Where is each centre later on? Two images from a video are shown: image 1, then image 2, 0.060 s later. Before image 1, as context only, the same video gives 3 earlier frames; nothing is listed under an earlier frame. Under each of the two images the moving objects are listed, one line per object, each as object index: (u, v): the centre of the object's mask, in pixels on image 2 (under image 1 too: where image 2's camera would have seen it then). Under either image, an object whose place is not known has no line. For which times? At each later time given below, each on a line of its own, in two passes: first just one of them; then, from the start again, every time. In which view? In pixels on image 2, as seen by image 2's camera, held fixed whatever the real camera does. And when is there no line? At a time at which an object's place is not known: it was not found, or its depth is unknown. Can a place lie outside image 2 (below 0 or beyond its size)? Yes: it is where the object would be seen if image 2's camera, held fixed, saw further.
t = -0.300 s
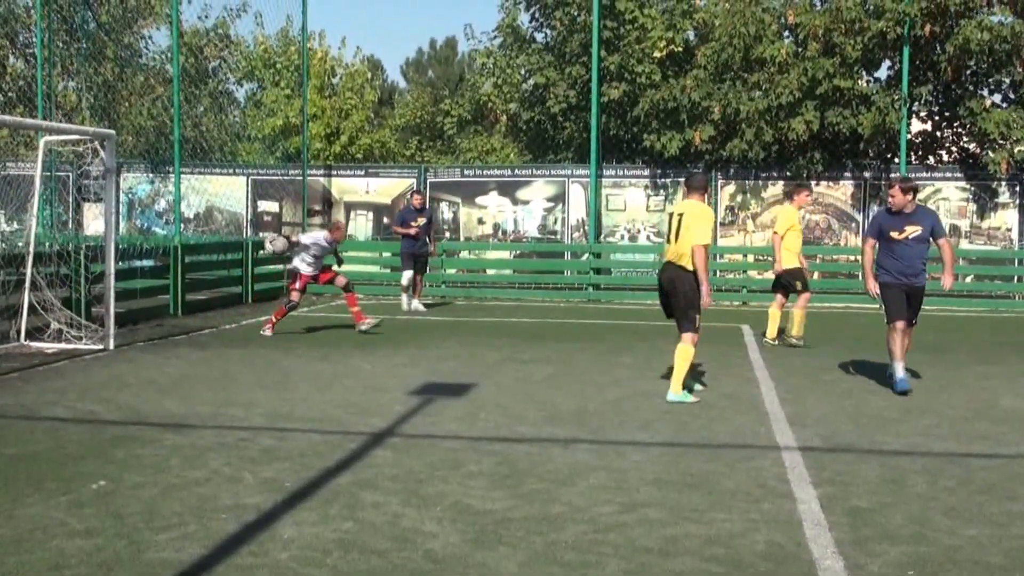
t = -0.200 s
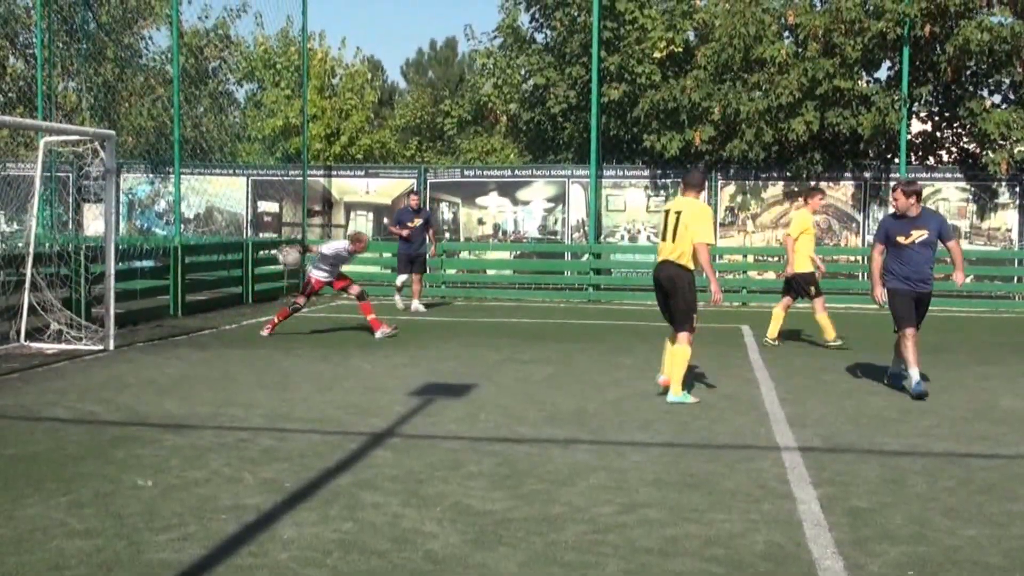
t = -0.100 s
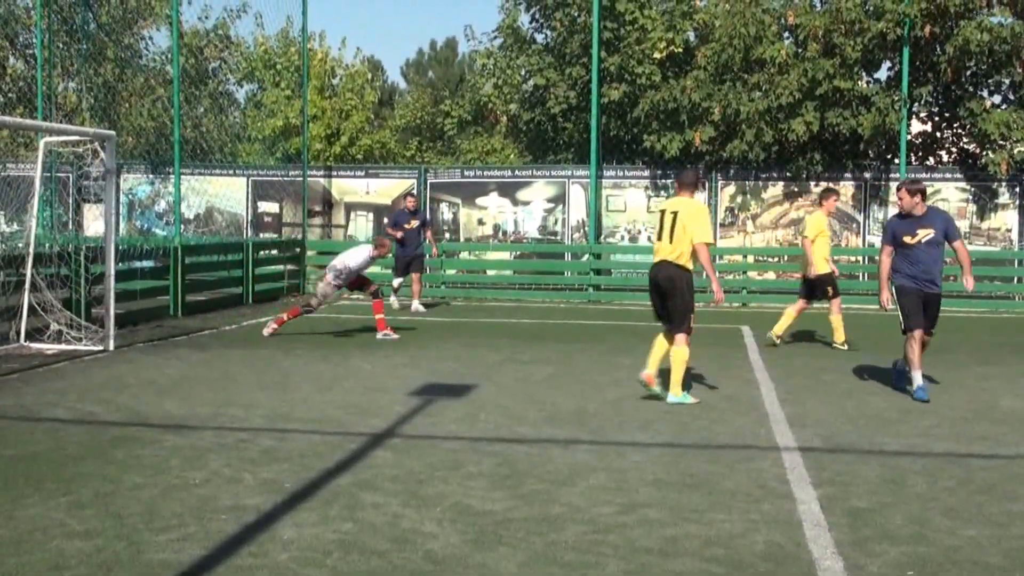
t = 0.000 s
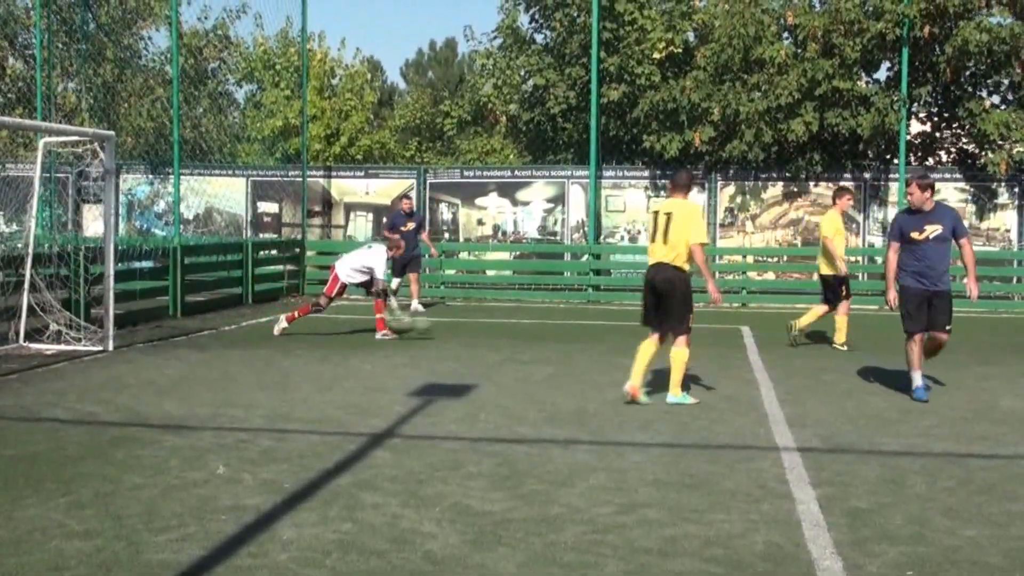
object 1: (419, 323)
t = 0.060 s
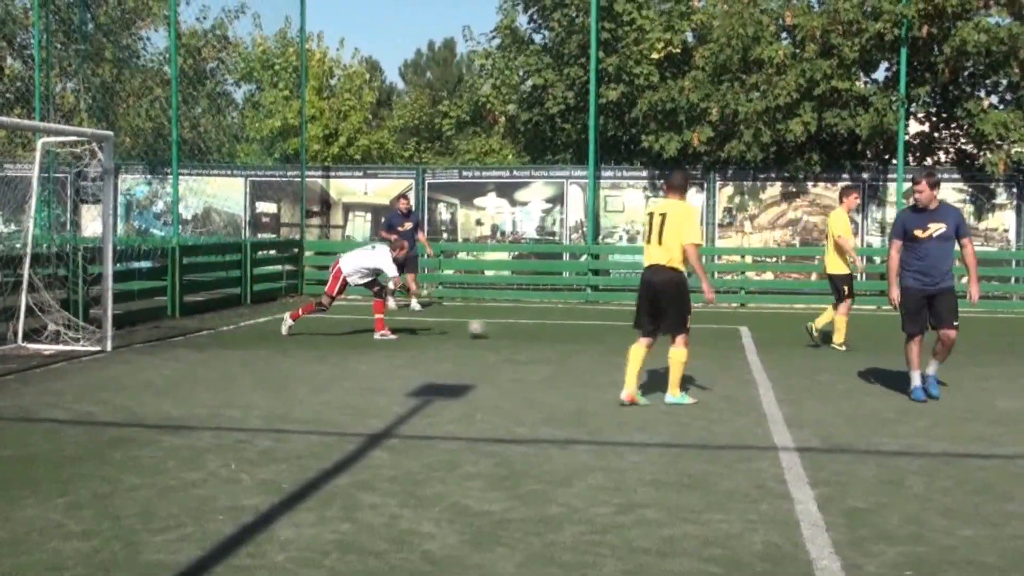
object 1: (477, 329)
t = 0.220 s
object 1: (615, 327)
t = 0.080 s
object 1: (501, 329)
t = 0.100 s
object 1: (518, 329)
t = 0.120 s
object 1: (536, 327)
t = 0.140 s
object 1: (557, 326)
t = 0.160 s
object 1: (573, 326)
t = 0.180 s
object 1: (592, 326)
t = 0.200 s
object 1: (607, 327)
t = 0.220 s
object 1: (615, 327)
